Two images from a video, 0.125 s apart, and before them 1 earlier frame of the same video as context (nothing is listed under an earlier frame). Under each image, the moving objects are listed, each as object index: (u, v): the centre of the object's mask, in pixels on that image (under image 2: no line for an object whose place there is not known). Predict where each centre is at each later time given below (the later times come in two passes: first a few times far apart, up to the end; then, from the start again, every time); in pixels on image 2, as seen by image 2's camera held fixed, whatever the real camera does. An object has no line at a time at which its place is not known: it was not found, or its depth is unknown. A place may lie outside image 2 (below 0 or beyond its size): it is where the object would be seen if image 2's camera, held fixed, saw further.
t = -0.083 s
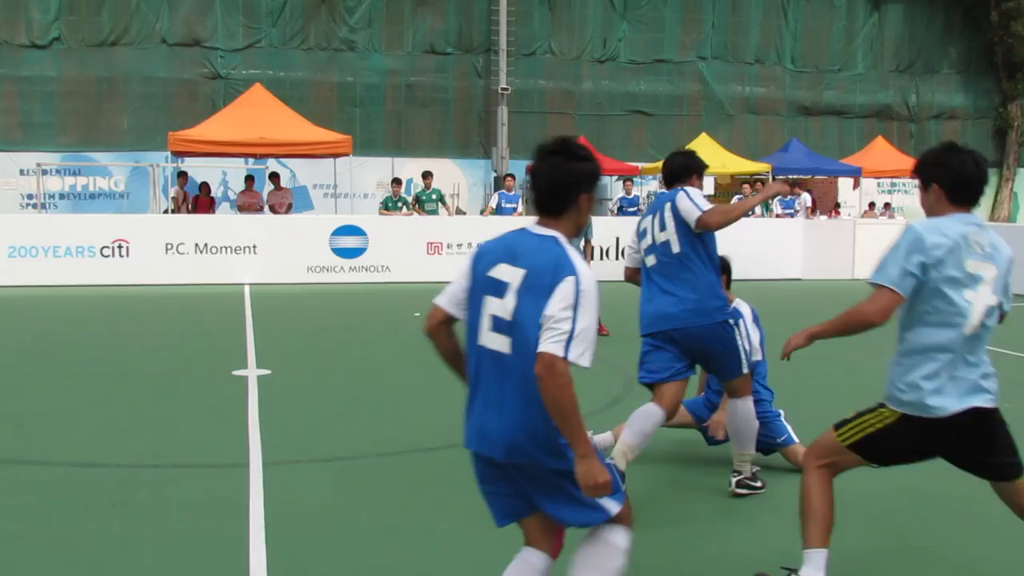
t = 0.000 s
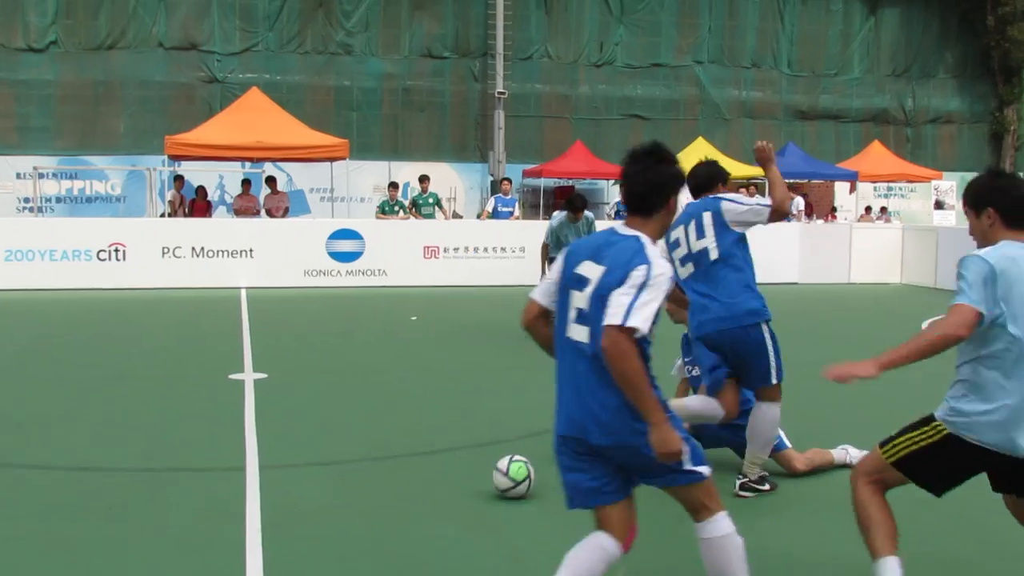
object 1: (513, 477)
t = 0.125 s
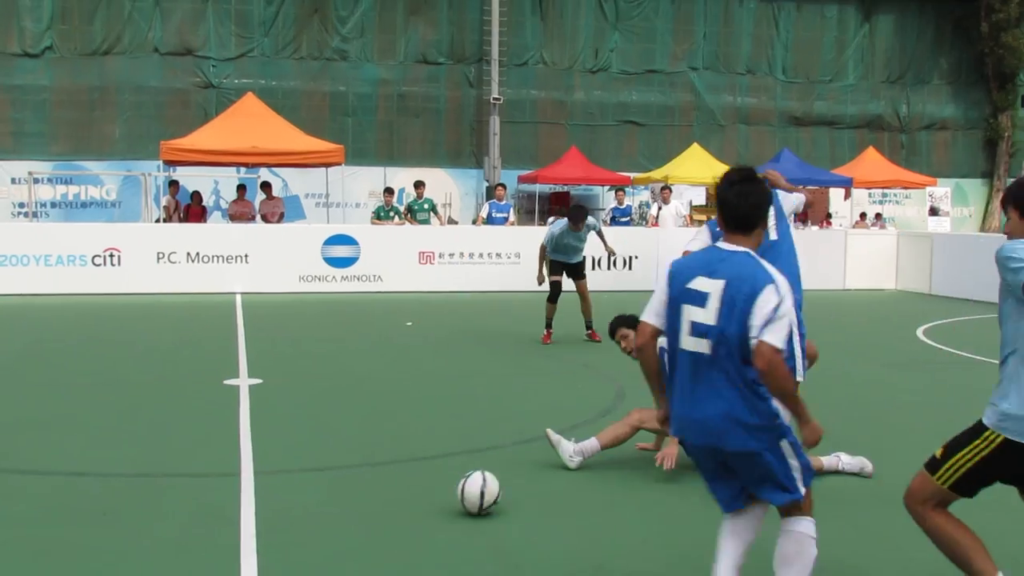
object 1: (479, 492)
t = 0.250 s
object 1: (446, 503)
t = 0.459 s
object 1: (386, 522)
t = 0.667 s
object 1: (317, 538)
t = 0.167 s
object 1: (468, 496)
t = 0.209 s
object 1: (457, 500)
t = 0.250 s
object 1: (446, 503)
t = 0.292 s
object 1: (434, 507)
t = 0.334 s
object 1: (422, 511)
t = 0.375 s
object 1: (411, 515)
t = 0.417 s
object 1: (399, 518)
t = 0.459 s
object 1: (386, 522)
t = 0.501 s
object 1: (373, 527)
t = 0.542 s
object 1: (359, 531)
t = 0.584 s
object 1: (346, 532)
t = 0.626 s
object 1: (330, 533)
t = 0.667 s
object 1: (317, 538)
